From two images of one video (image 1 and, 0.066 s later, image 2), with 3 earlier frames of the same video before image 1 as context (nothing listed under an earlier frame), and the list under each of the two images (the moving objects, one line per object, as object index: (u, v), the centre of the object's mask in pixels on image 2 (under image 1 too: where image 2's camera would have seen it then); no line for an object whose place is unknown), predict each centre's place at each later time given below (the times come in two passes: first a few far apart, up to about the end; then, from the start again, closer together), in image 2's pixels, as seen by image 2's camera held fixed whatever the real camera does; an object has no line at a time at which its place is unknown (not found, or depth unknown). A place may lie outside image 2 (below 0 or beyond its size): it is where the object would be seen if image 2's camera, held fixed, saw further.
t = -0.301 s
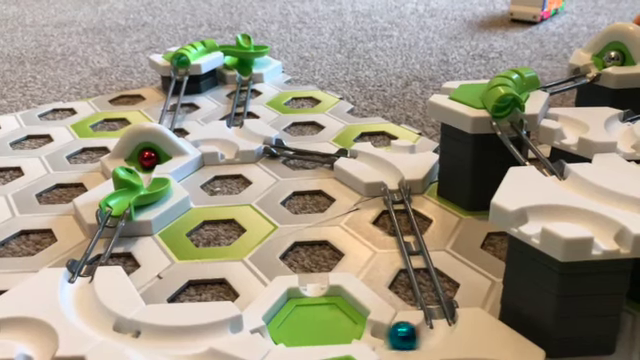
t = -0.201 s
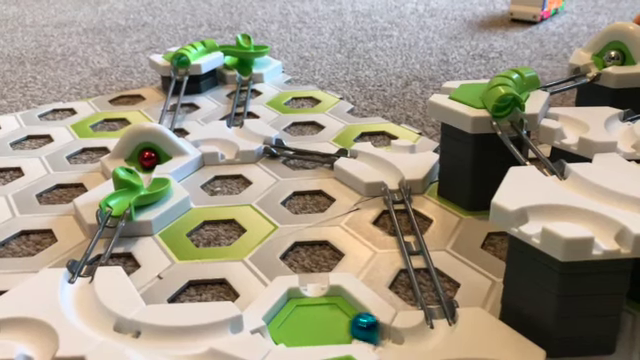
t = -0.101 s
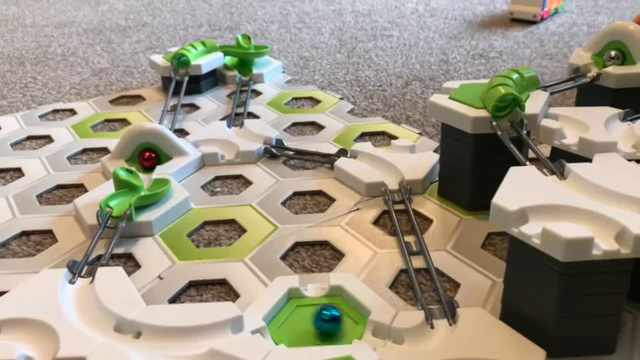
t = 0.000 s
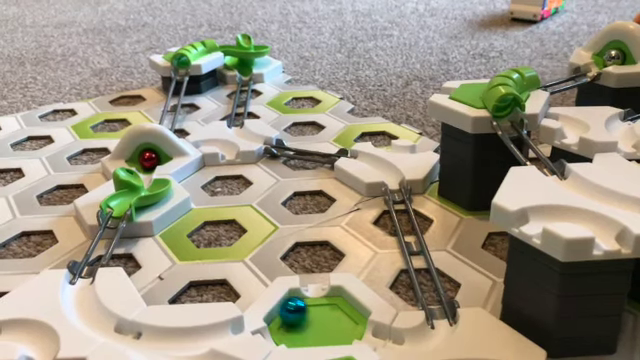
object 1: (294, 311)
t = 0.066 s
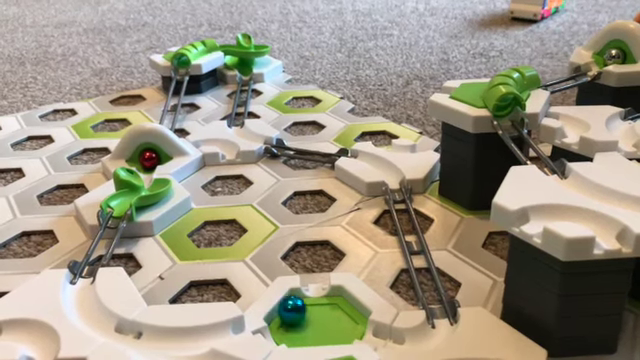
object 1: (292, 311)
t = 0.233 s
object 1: (317, 317)
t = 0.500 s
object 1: (341, 317)
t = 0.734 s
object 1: (330, 304)
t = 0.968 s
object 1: (325, 300)
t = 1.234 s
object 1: (327, 307)
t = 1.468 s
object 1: (338, 312)
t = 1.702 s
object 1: (347, 315)
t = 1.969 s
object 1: (339, 311)
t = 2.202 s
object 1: (344, 311)
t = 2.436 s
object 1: (348, 316)
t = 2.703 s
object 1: (347, 319)
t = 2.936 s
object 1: (347, 319)
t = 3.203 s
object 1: (347, 319)
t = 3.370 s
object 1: (347, 319)
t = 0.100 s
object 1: (296, 312)
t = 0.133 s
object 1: (301, 313)
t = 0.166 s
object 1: (306, 315)
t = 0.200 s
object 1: (311, 315)
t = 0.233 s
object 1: (317, 317)
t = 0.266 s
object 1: (322, 317)
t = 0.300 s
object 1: (328, 318)
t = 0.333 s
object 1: (334, 320)
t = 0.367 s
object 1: (340, 320)
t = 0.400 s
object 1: (345, 321)
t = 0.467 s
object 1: (343, 319)
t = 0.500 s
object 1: (341, 317)
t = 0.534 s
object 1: (339, 315)
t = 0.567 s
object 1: (337, 313)
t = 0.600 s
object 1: (335, 312)
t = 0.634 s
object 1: (334, 310)
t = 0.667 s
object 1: (333, 308)
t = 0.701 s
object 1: (331, 306)
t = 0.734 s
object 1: (330, 304)
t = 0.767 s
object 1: (329, 303)
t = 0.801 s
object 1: (328, 301)
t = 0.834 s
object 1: (327, 299)
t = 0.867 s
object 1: (326, 298)
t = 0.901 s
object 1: (326, 298)
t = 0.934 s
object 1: (325, 300)
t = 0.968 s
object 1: (325, 300)
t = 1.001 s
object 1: (325, 301)
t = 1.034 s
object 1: (324, 302)
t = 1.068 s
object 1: (324, 302)
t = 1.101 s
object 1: (324, 303)
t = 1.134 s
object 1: (325, 304)
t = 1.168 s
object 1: (325, 305)
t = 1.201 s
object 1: (326, 306)
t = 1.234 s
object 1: (327, 307)
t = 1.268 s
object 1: (328, 307)
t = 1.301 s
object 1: (329, 308)
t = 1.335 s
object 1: (330, 309)
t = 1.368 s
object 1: (332, 310)
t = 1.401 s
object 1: (334, 310)
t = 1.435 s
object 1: (336, 311)
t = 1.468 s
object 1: (338, 312)
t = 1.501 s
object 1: (340, 313)
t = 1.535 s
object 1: (342, 313)
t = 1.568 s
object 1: (344, 314)
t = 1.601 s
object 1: (347, 315)
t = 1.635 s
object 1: (349, 316)
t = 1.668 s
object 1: (349, 316)
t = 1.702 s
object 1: (347, 315)
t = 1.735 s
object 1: (346, 315)
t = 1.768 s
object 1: (345, 314)
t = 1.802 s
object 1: (343, 313)
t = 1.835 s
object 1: (342, 313)
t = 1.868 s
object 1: (341, 312)
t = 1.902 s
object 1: (340, 312)
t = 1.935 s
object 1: (340, 311)
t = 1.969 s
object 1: (339, 311)
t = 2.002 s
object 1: (339, 311)
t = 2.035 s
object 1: (340, 311)
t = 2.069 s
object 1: (340, 311)
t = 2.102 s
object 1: (341, 311)
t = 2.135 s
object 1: (341, 311)
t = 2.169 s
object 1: (343, 311)
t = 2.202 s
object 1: (344, 311)
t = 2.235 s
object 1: (346, 312)
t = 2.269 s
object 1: (347, 311)
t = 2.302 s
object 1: (348, 312)
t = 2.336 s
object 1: (348, 313)
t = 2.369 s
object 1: (348, 313)
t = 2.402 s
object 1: (348, 314)
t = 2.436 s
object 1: (348, 316)
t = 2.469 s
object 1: (349, 316)
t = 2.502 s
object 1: (348, 317)
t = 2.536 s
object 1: (348, 317)
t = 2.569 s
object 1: (348, 317)
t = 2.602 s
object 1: (347, 317)
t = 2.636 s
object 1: (347, 318)
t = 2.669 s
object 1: (347, 318)
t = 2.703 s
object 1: (347, 319)
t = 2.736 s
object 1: (347, 319)
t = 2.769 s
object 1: (347, 319)
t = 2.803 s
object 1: (347, 319)
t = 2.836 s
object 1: (347, 319)
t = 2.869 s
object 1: (347, 319)
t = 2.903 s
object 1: (347, 319)
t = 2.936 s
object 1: (347, 319)
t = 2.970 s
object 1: (347, 319)
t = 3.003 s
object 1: (347, 319)
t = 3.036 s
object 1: (347, 319)
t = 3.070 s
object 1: (347, 319)
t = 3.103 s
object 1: (347, 319)
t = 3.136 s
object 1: (347, 319)
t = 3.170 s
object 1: (347, 319)
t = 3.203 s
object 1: (347, 319)
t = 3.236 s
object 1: (347, 319)
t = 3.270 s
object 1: (347, 319)
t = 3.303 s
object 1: (347, 319)
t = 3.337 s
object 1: (347, 319)
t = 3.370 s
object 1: (347, 319)
